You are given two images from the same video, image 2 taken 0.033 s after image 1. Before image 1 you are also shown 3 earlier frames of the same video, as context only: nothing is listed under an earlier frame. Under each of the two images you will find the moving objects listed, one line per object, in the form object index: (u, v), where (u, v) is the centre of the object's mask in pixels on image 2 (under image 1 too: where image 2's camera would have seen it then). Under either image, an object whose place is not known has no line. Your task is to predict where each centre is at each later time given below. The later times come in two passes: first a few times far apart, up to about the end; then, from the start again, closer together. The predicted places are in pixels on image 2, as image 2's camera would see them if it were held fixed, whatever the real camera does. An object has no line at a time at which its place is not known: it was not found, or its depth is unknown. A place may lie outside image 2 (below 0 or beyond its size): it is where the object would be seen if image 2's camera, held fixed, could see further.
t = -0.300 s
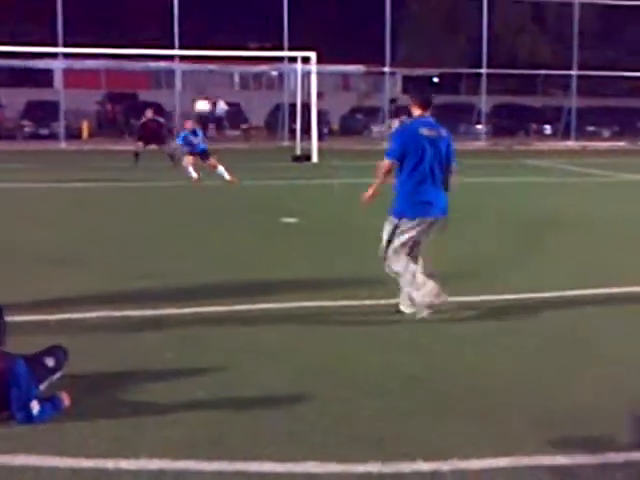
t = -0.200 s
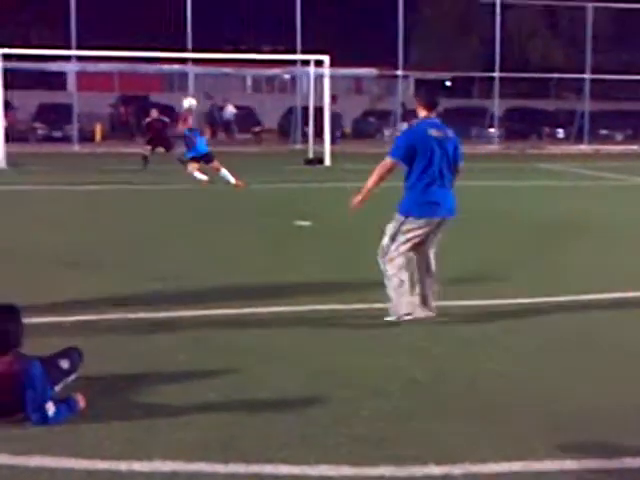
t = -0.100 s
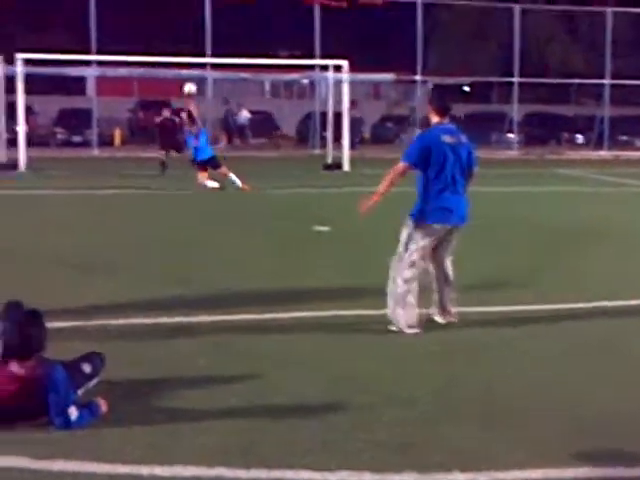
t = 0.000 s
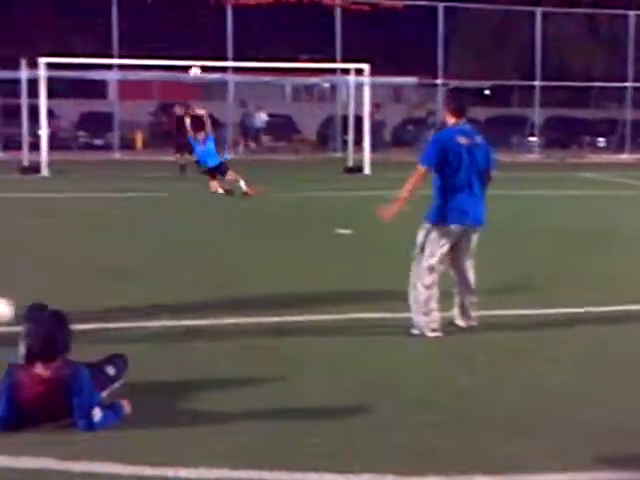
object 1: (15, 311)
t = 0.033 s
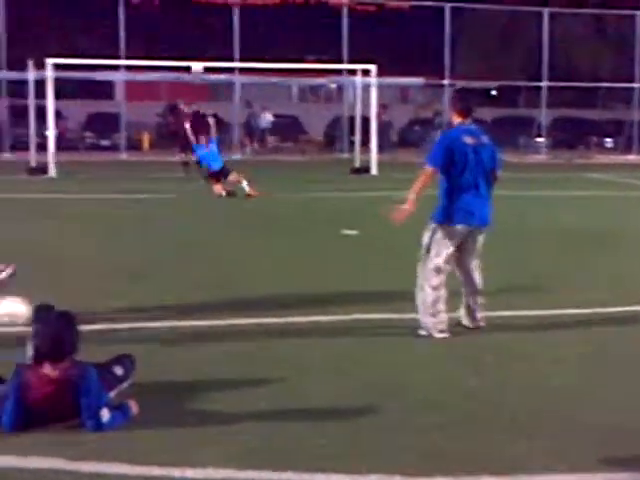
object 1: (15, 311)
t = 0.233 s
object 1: (73, 308)
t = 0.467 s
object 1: (134, 309)
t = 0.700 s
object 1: (194, 308)
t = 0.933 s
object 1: (250, 308)
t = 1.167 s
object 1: (303, 307)
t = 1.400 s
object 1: (353, 306)
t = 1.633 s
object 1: (399, 307)
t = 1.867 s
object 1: (441, 306)
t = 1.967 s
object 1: (459, 305)
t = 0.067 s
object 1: (19, 310)
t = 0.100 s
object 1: (25, 308)
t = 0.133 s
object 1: (36, 307)
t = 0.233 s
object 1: (73, 308)
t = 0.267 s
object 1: (82, 310)
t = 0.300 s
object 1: (90, 311)
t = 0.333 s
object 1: (100, 309)
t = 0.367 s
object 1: (107, 310)
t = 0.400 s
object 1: (116, 310)
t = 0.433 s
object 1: (125, 309)
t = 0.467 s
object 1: (134, 309)
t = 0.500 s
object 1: (143, 309)
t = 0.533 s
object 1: (151, 308)
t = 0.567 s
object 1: (160, 308)
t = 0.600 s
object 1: (168, 308)
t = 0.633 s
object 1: (177, 308)
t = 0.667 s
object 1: (186, 309)
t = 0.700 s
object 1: (194, 308)
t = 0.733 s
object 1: (202, 309)
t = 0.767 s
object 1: (211, 308)
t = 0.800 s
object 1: (218, 309)
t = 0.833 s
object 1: (227, 308)
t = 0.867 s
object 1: (235, 308)
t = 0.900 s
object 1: (243, 308)
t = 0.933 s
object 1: (250, 308)
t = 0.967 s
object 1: (258, 308)
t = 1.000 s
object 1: (266, 308)
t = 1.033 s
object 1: (274, 309)
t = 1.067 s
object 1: (281, 307)
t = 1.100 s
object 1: (289, 308)
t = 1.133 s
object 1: (296, 308)
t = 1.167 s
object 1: (303, 307)
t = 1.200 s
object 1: (310, 307)
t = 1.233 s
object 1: (317, 307)
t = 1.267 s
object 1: (324, 307)
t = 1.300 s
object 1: (331, 307)
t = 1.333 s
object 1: (338, 307)
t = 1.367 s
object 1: (345, 307)
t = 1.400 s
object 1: (353, 306)
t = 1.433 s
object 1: (359, 307)
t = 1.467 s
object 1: (366, 306)
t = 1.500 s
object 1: (372, 306)
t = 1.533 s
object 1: (378, 307)
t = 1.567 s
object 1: (386, 307)
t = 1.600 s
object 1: (392, 306)
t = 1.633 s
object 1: (399, 307)
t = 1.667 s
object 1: (405, 306)
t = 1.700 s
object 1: (411, 306)
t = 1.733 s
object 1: (417, 307)
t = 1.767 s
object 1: (423, 306)
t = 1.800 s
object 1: (429, 306)
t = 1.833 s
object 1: (435, 306)
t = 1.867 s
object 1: (441, 306)
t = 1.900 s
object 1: (447, 306)
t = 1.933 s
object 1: (453, 305)
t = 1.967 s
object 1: (459, 305)
